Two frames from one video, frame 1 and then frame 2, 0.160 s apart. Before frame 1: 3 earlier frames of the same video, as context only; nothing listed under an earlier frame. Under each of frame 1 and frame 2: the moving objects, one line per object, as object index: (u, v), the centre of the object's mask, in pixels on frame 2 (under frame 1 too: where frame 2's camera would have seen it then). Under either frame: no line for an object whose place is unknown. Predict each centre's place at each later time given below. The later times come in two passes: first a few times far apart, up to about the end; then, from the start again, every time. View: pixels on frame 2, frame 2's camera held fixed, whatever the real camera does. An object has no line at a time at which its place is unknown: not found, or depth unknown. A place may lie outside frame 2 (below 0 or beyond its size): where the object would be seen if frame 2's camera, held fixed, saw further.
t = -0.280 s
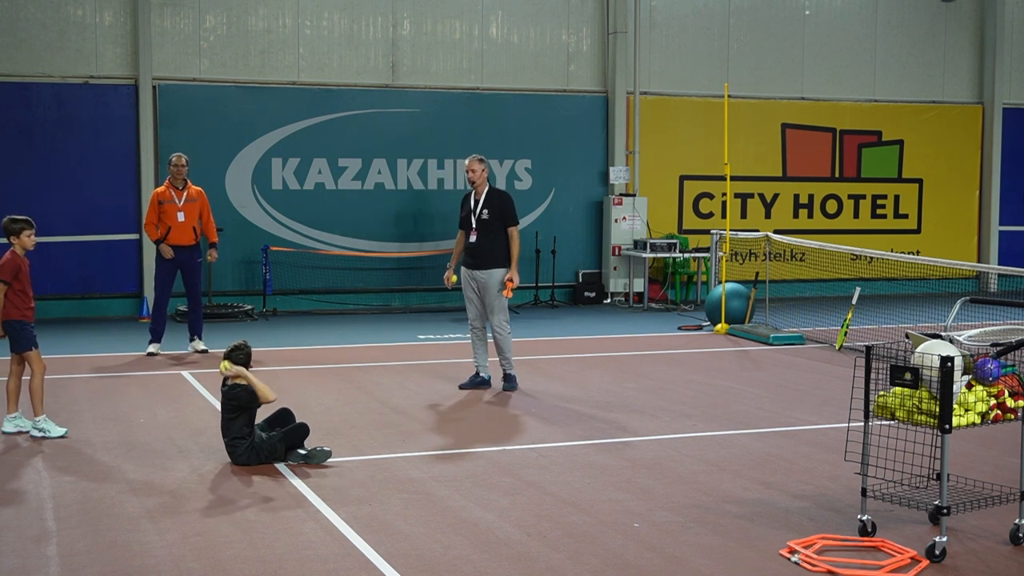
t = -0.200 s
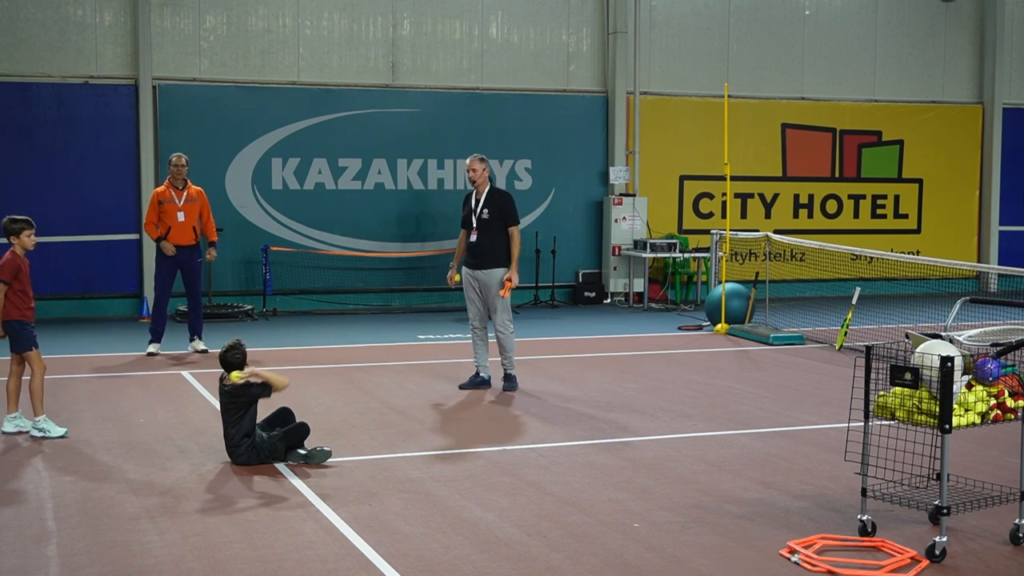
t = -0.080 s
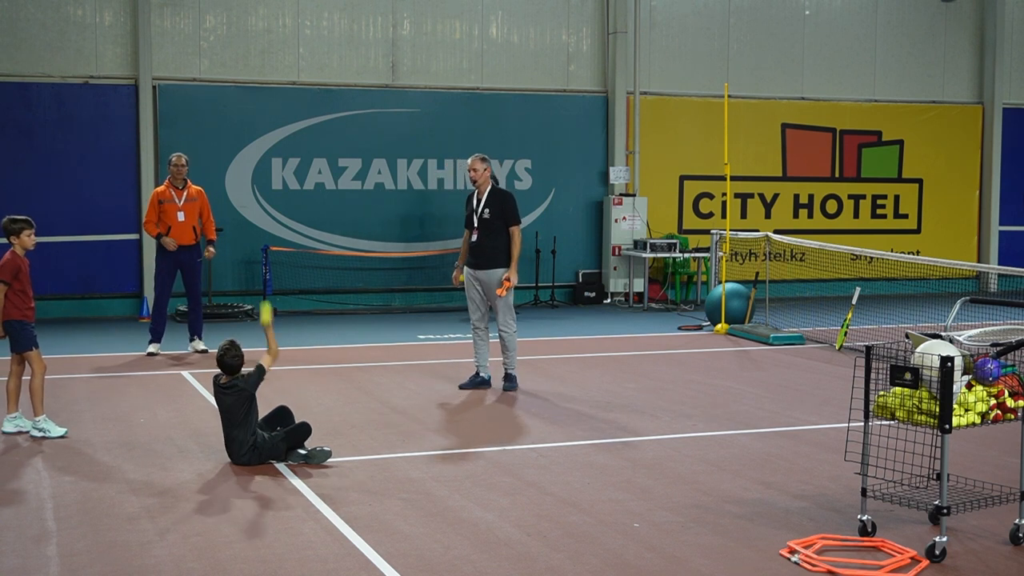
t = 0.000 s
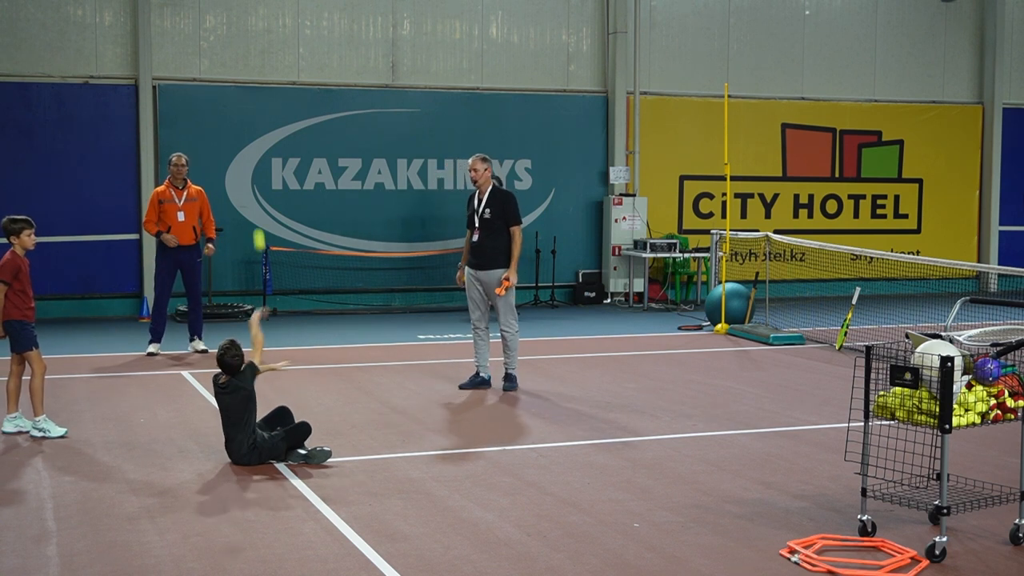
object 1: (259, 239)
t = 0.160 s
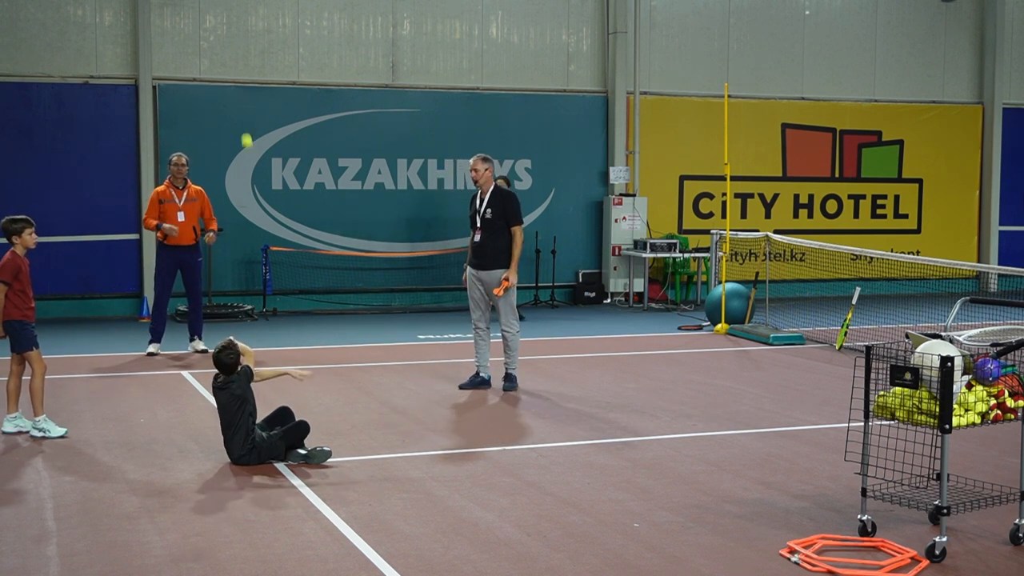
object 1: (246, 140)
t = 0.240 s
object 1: (241, 112)
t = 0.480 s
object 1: (230, 86)
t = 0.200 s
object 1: (244, 124)
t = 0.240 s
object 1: (241, 112)
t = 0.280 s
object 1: (239, 101)
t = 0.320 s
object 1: (237, 94)
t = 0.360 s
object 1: (235, 89)
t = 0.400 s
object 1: (233, 86)
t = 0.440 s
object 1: (231, 84)
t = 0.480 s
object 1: (230, 86)
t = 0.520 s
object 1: (228, 88)
